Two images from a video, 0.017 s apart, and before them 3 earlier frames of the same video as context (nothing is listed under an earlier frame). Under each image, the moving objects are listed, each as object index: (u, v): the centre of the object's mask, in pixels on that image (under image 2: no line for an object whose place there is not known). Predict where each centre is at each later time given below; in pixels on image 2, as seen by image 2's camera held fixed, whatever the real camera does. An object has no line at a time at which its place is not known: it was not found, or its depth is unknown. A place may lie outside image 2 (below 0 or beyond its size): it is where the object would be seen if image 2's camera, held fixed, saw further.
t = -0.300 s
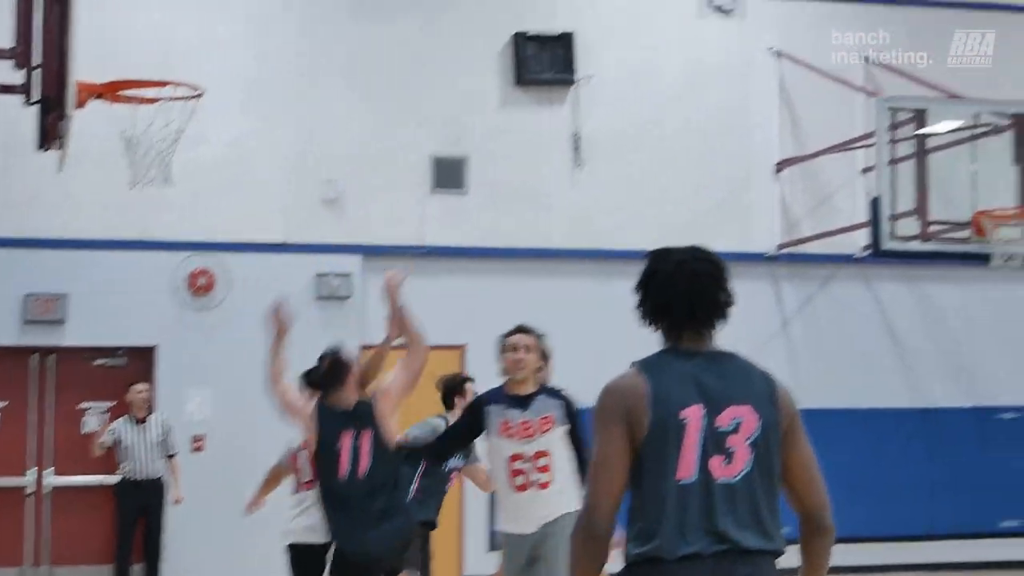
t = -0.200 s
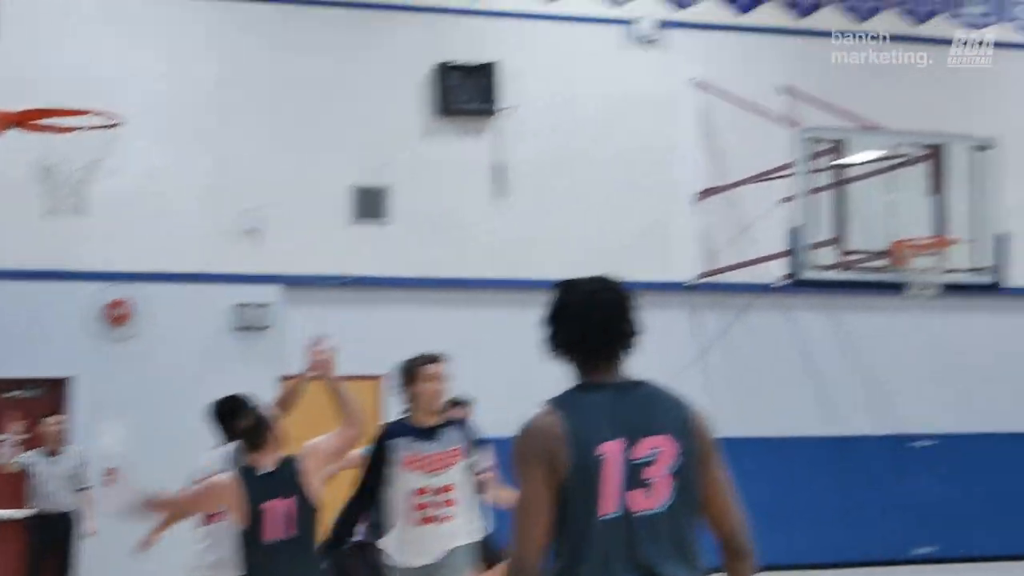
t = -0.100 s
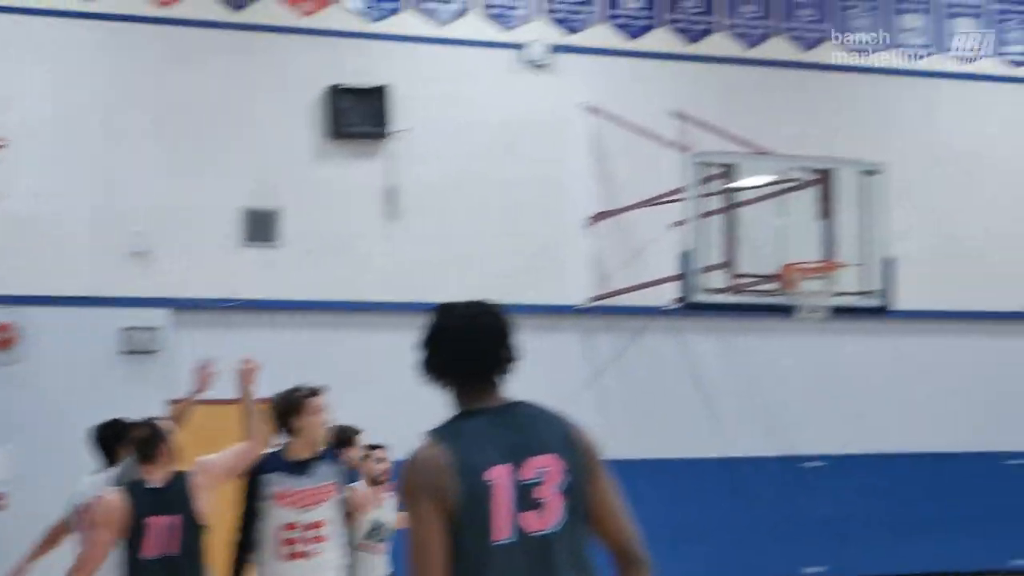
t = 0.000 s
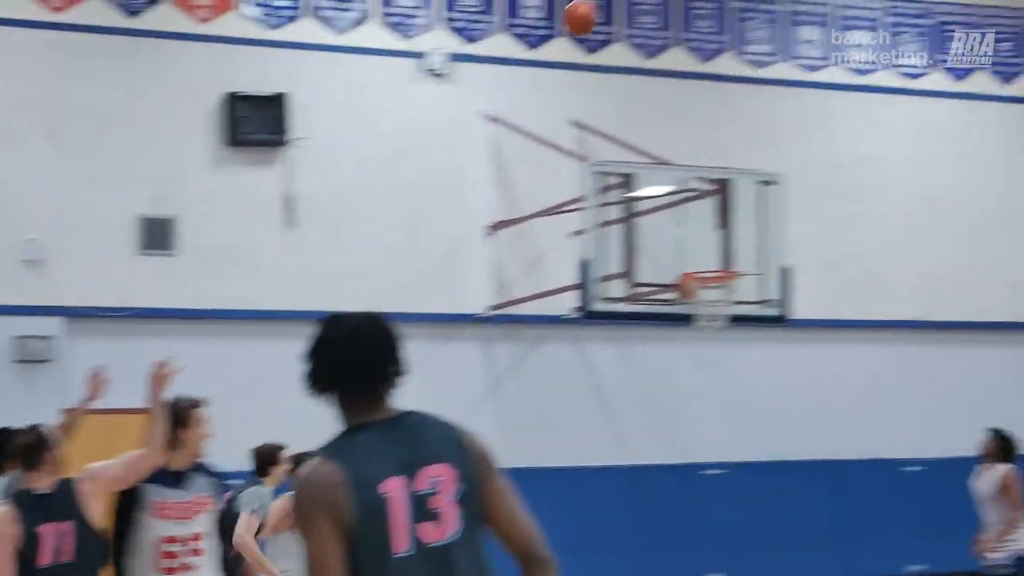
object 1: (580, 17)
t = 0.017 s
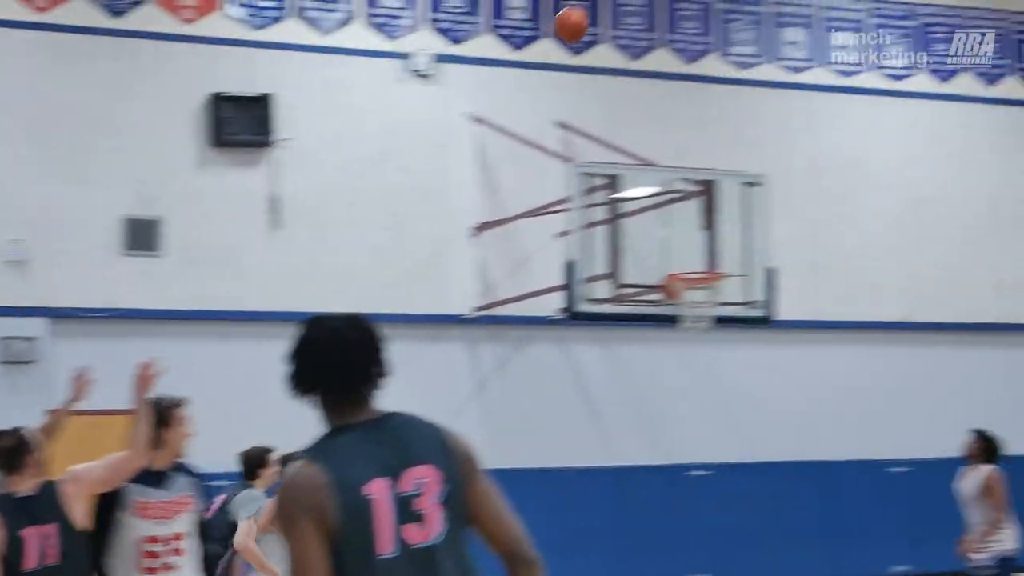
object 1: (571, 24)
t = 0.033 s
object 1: (577, 30)
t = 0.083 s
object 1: (598, 49)
